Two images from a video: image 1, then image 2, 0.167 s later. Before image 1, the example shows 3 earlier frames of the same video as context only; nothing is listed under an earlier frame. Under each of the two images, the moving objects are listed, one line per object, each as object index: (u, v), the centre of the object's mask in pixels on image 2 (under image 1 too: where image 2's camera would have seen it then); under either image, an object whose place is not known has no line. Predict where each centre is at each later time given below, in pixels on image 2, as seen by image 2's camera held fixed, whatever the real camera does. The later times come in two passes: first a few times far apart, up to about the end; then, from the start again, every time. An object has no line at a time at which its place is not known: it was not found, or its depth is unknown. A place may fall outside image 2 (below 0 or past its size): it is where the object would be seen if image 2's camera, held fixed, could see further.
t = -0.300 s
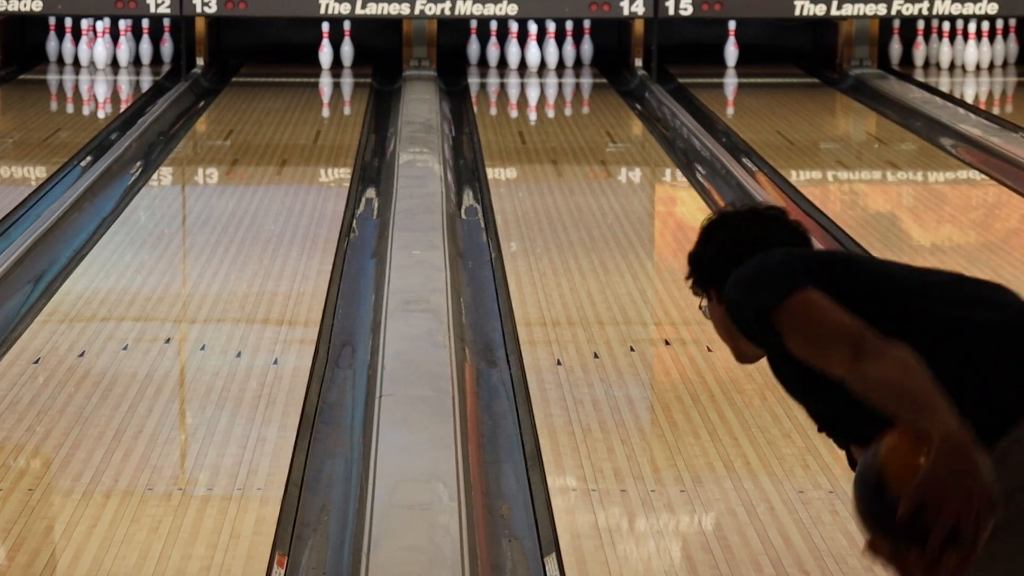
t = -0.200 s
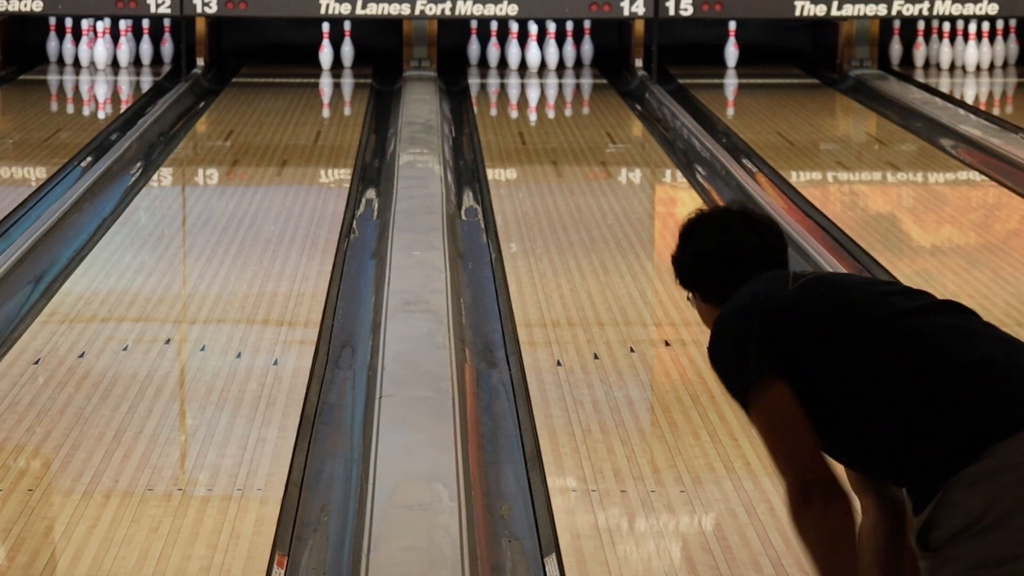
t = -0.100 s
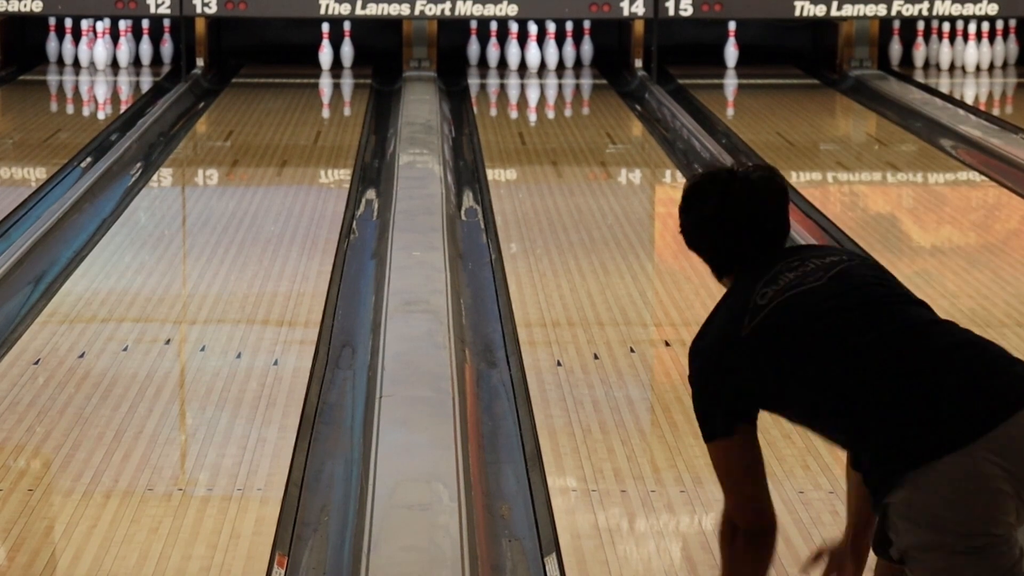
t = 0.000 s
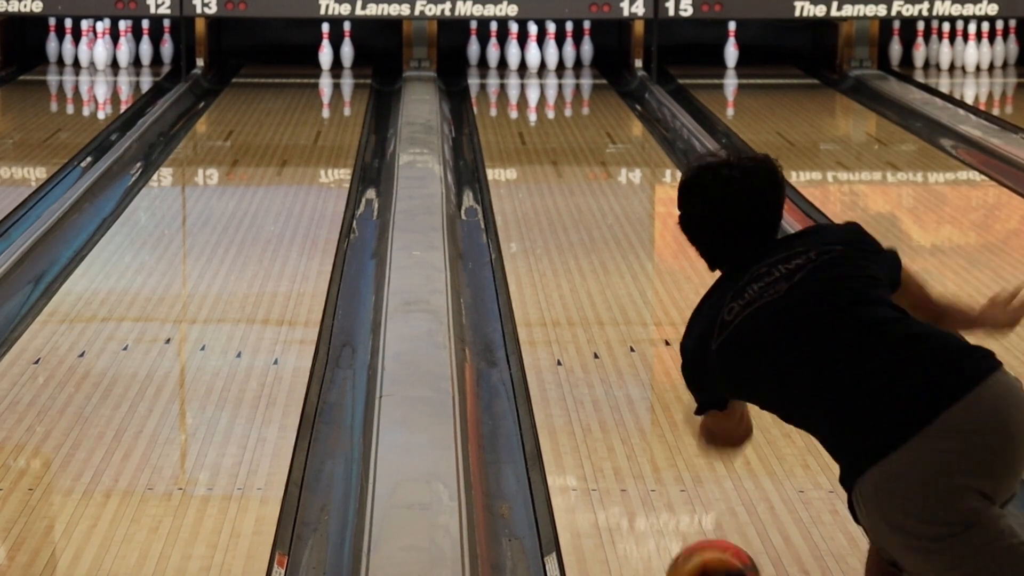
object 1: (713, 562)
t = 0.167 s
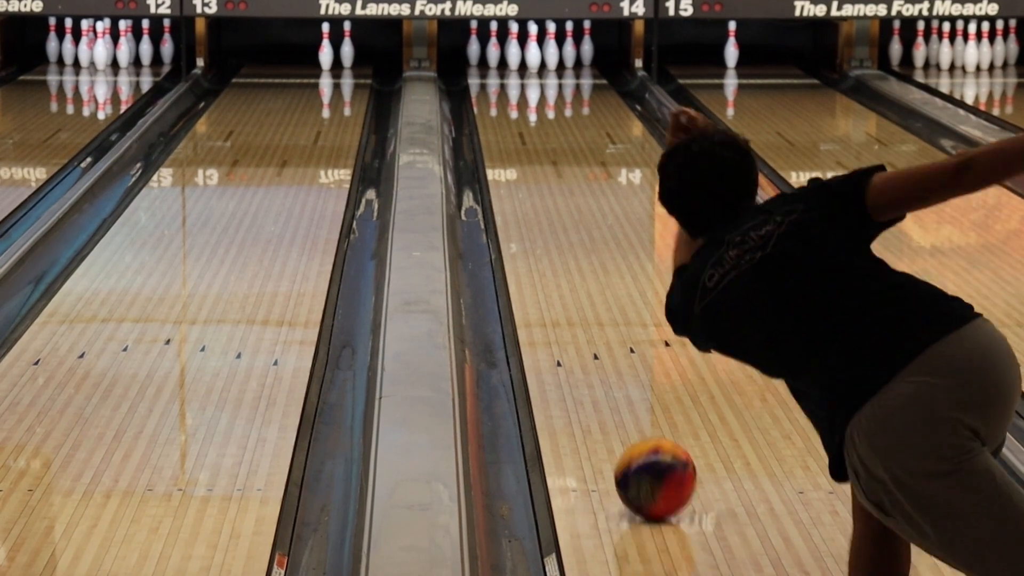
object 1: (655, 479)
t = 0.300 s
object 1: (622, 406)
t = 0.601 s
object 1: (572, 294)
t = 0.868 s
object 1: (544, 226)
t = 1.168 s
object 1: (524, 171)
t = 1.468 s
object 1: (512, 130)
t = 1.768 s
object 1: (506, 100)
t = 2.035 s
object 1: (511, 79)
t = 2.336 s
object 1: (524, 60)
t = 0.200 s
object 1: (646, 459)
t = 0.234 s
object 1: (638, 440)
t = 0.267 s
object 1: (630, 422)
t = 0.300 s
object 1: (622, 406)
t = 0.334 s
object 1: (615, 391)
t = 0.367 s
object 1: (609, 376)
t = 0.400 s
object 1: (603, 362)
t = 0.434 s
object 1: (597, 350)
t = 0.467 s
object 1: (591, 338)
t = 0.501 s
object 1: (586, 326)
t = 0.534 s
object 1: (581, 315)
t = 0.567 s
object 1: (577, 304)
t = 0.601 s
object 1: (572, 294)
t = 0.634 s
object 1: (568, 284)
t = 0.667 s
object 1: (564, 275)
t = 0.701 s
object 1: (560, 266)
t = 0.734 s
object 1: (557, 257)
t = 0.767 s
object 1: (553, 248)
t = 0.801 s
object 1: (550, 241)
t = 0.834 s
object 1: (547, 232)
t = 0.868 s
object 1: (544, 226)
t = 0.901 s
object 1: (541, 219)
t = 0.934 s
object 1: (539, 212)
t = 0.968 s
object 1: (537, 206)
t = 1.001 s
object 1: (535, 200)
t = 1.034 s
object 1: (532, 194)
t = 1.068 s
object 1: (530, 188)
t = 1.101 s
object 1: (528, 182)
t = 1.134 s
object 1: (526, 176)
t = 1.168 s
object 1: (524, 171)
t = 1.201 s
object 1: (522, 166)
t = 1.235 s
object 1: (521, 161)
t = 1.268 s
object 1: (520, 156)
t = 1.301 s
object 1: (517, 152)
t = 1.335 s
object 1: (516, 147)
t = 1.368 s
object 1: (515, 142)
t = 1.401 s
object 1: (515, 139)
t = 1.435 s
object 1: (513, 134)
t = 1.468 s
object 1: (512, 130)
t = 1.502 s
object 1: (511, 127)
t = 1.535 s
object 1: (511, 124)
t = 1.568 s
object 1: (509, 119)
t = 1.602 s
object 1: (508, 116)
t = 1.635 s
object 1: (508, 112)
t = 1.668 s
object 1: (507, 109)
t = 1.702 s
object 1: (507, 106)
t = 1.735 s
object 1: (506, 103)
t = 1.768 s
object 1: (506, 100)
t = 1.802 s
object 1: (506, 97)
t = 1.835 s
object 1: (507, 95)
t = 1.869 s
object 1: (507, 91)
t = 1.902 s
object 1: (508, 89)
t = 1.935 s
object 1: (508, 86)
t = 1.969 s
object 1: (509, 84)
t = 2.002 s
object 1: (510, 81)
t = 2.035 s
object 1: (511, 79)
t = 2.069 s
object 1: (512, 76)
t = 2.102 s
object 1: (514, 74)
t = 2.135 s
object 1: (515, 72)
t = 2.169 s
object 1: (517, 70)
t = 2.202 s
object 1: (518, 68)
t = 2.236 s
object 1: (520, 65)
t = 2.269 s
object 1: (522, 63)
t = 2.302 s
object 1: (524, 61)
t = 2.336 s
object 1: (524, 60)
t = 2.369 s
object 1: (524, 58)
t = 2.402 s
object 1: (525, 57)
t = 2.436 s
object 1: (525, 56)
